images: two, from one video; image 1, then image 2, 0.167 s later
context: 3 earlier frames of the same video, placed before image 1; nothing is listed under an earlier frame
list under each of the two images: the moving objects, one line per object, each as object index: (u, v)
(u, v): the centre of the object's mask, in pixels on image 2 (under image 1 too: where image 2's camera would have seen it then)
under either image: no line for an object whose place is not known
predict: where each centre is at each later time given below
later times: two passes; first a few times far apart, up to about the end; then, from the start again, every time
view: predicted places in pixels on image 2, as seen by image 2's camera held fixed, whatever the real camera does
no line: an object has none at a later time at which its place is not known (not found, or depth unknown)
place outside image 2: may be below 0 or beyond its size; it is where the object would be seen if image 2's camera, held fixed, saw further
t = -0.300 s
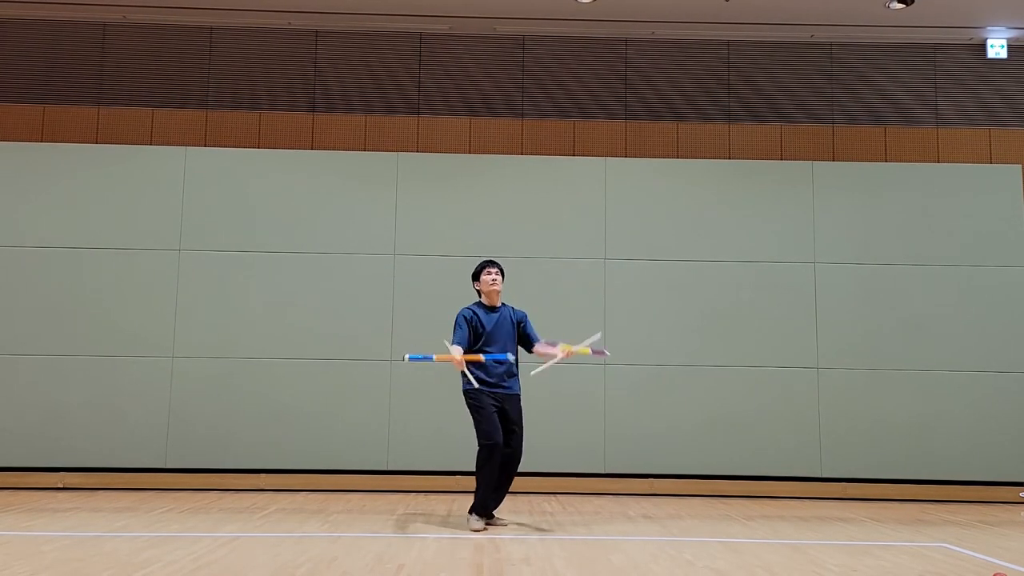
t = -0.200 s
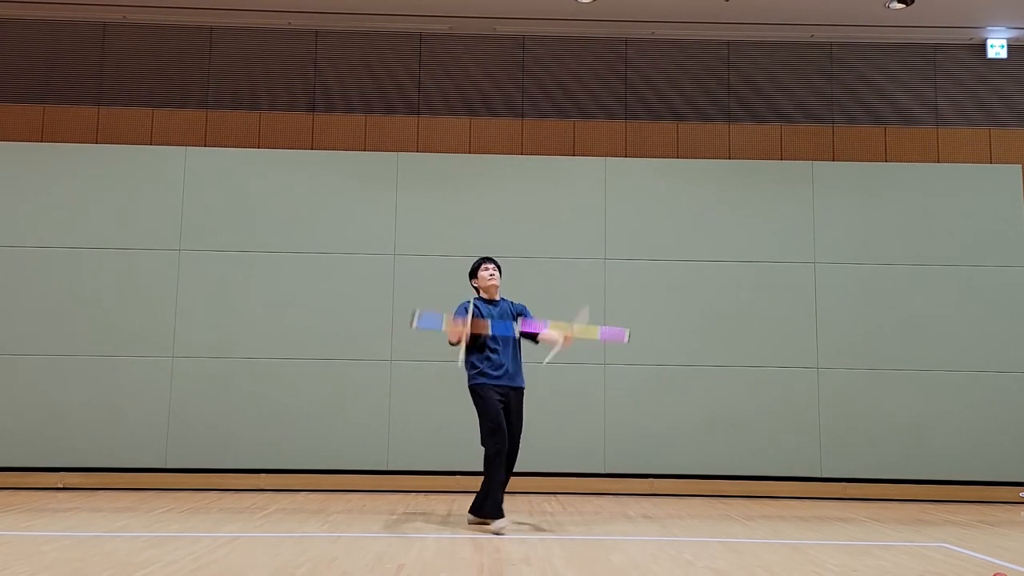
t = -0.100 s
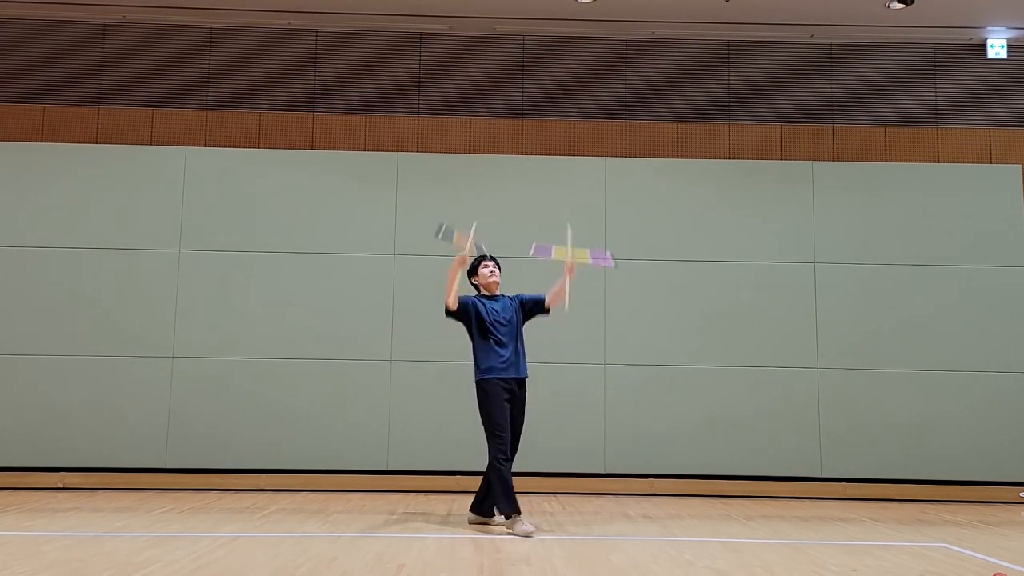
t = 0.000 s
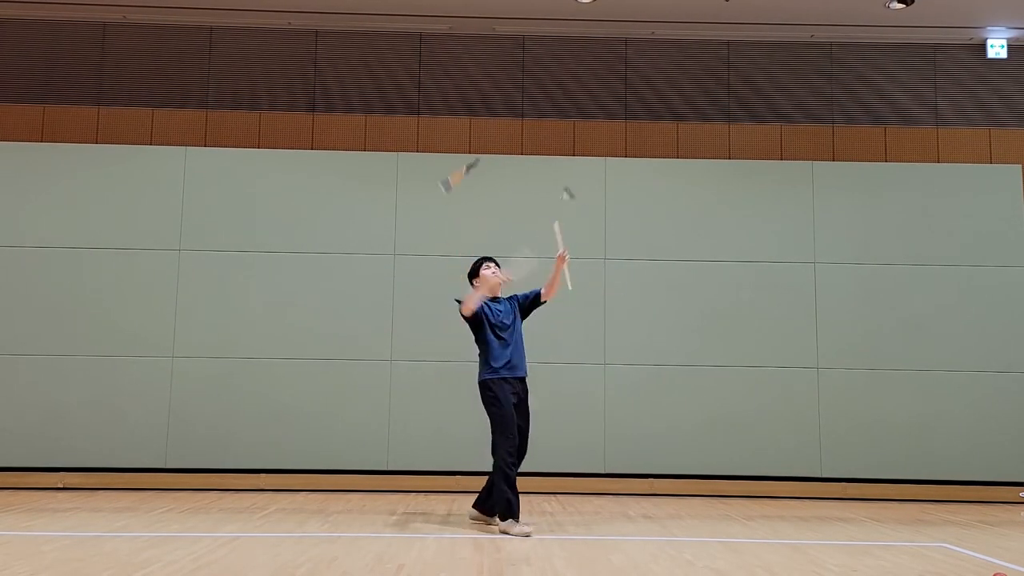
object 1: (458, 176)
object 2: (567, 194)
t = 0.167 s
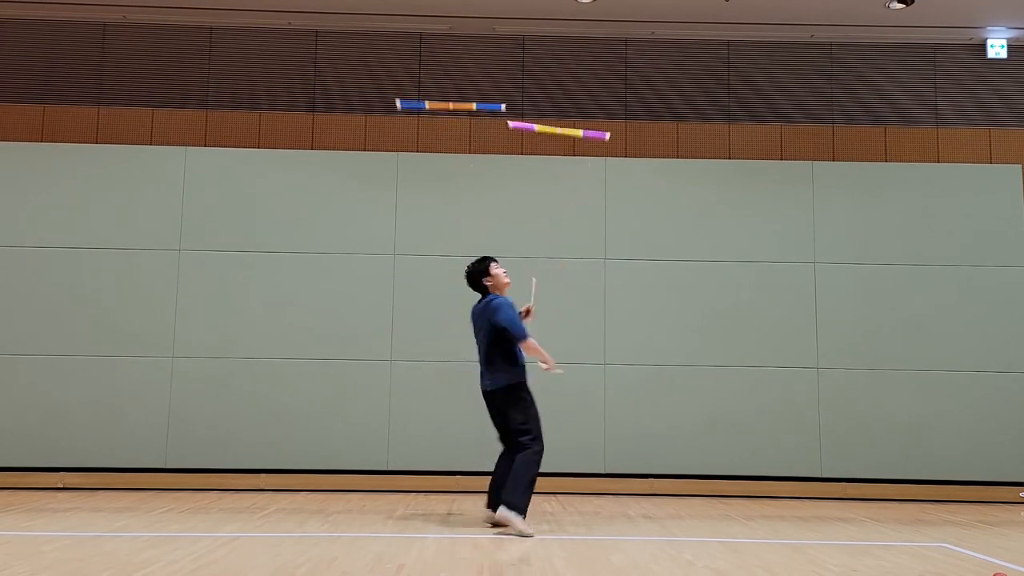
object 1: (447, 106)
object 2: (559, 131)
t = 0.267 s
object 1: (441, 85)
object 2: (556, 114)
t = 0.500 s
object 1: (434, 98)
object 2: (543, 132)
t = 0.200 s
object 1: (444, 97)
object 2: (559, 123)
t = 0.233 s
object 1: (442, 90)
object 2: (558, 118)
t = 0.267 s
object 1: (441, 85)
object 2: (556, 114)
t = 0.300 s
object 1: (441, 82)
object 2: (554, 112)
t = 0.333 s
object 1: (440, 80)
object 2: (553, 111)
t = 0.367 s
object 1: (439, 80)
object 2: (551, 112)
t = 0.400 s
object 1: (439, 82)
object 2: (546, 117)
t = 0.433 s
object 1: (436, 89)
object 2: (549, 120)
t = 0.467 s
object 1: (435, 91)
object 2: (546, 125)
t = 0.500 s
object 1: (434, 98)
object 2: (543, 132)
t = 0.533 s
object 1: (434, 106)
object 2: (541, 141)
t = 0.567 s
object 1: (433, 116)
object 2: (538, 151)
